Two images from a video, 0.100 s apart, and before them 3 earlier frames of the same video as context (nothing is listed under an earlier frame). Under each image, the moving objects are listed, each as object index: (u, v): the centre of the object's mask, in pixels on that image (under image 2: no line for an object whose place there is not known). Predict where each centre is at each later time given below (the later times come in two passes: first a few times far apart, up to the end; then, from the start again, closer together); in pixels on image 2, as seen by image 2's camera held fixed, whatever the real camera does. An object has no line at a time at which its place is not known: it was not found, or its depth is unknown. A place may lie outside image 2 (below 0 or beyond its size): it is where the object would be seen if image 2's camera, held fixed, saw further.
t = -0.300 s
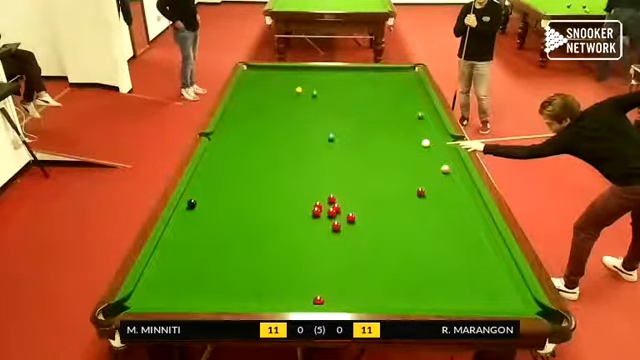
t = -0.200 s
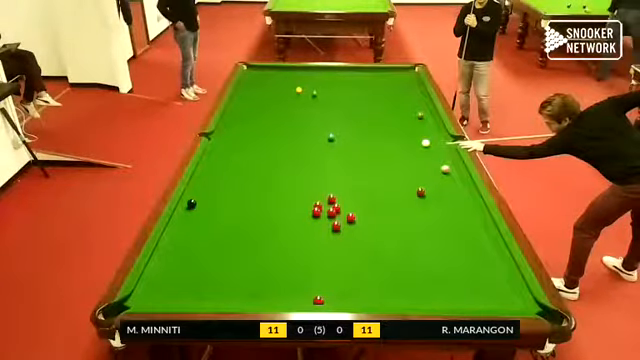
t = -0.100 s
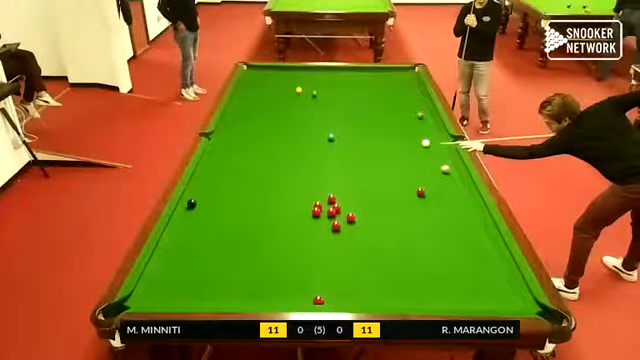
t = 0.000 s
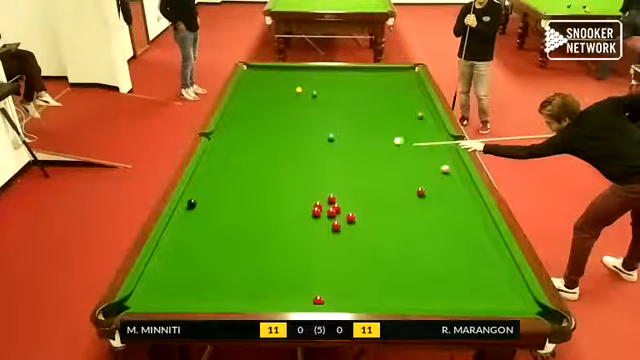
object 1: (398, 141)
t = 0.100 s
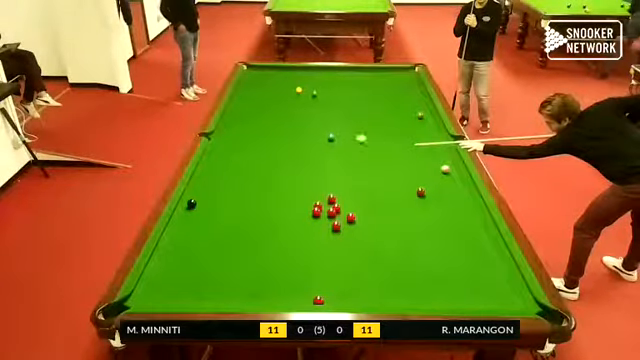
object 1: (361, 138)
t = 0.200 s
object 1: (338, 136)
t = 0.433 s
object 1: (340, 134)
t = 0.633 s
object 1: (342, 133)
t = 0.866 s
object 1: (344, 132)
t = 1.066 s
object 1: (345, 131)
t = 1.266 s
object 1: (346, 130)
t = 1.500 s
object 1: (347, 130)
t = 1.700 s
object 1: (348, 129)
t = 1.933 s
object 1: (348, 129)
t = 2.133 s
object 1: (348, 129)
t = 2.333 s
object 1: (348, 129)
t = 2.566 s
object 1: (348, 129)
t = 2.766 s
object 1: (348, 129)
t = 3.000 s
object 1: (348, 129)
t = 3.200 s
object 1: (348, 129)
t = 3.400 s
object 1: (348, 129)
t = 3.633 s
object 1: (348, 129)
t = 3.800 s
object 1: (348, 129)
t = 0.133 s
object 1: (349, 138)
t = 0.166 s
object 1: (339, 137)
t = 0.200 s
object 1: (338, 136)
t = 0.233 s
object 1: (338, 136)
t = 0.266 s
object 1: (339, 136)
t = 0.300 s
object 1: (339, 135)
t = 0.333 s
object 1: (339, 135)
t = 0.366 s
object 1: (340, 135)
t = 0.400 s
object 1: (340, 135)
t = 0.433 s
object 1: (340, 134)
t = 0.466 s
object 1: (341, 134)
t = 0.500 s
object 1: (341, 134)
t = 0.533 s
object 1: (341, 134)
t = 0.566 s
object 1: (341, 134)
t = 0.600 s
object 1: (342, 133)
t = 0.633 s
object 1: (342, 133)
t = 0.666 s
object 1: (342, 133)
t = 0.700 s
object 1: (342, 133)
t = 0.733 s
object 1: (342, 133)
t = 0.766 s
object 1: (343, 133)
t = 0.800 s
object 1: (343, 132)
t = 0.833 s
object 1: (343, 132)
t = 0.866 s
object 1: (344, 132)
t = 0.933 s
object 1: (344, 132)
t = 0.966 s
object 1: (344, 131)
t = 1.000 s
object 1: (344, 131)
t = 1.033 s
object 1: (345, 131)
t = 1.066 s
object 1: (345, 131)
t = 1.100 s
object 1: (346, 131)
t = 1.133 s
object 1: (345, 131)
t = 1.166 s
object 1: (346, 131)
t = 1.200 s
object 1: (346, 131)
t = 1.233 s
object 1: (346, 131)
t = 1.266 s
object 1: (346, 130)
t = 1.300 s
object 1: (346, 130)
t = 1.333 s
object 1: (347, 130)
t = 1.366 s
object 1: (347, 130)
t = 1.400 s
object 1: (347, 130)
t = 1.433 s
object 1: (347, 130)
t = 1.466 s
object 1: (347, 130)
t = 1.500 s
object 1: (347, 130)
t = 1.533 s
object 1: (347, 130)
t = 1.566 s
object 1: (347, 130)
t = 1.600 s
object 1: (347, 129)
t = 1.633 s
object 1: (348, 129)
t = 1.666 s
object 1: (348, 129)
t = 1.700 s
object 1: (348, 129)
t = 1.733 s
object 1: (348, 129)
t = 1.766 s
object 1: (348, 129)
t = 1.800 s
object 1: (348, 129)
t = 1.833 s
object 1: (348, 129)
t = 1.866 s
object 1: (348, 129)
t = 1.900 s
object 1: (348, 129)
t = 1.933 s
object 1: (348, 129)
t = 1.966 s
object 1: (348, 129)
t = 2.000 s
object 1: (348, 129)
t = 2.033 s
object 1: (348, 129)
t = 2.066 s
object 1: (348, 129)
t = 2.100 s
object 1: (348, 129)
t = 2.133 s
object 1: (348, 129)
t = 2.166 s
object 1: (348, 129)
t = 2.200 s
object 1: (348, 129)
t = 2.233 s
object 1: (348, 129)
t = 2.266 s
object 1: (348, 129)
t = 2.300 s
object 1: (348, 129)
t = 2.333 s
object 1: (348, 129)
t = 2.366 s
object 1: (348, 129)
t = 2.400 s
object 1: (348, 129)
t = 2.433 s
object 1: (348, 129)
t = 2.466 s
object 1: (348, 129)
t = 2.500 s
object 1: (348, 129)
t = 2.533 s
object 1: (348, 129)
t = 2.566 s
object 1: (348, 129)
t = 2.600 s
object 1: (348, 129)
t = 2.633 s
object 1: (348, 129)
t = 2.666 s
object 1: (348, 129)
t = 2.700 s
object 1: (348, 129)
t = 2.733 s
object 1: (348, 129)
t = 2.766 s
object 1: (348, 129)
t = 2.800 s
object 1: (348, 129)
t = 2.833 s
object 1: (348, 129)
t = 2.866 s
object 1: (348, 129)
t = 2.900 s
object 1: (348, 129)
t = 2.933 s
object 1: (348, 129)
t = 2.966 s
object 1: (348, 129)
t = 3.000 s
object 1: (348, 129)
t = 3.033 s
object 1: (348, 129)
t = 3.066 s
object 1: (348, 129)
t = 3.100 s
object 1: (348, 129)
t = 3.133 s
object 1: (348, 129)
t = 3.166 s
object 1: (348, 129)
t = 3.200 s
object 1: (348, 129)
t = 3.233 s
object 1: (348, 129)
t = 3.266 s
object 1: (348, 129)
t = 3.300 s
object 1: (348, 129)
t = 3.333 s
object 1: (348, 129)
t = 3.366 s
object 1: (348, 129)
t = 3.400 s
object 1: (348, 129)
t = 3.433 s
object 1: (348, 129)
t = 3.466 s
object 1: (348, 129)
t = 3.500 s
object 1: (348, 129)
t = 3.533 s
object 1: (348, 129)
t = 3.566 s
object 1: (348, 129)
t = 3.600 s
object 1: (348, 129)
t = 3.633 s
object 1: (348, 129)
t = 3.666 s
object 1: (348, 129)
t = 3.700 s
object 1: (348, 129)
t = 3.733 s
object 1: (348, 129)
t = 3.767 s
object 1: (348, 129)
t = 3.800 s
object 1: (348, 129)
